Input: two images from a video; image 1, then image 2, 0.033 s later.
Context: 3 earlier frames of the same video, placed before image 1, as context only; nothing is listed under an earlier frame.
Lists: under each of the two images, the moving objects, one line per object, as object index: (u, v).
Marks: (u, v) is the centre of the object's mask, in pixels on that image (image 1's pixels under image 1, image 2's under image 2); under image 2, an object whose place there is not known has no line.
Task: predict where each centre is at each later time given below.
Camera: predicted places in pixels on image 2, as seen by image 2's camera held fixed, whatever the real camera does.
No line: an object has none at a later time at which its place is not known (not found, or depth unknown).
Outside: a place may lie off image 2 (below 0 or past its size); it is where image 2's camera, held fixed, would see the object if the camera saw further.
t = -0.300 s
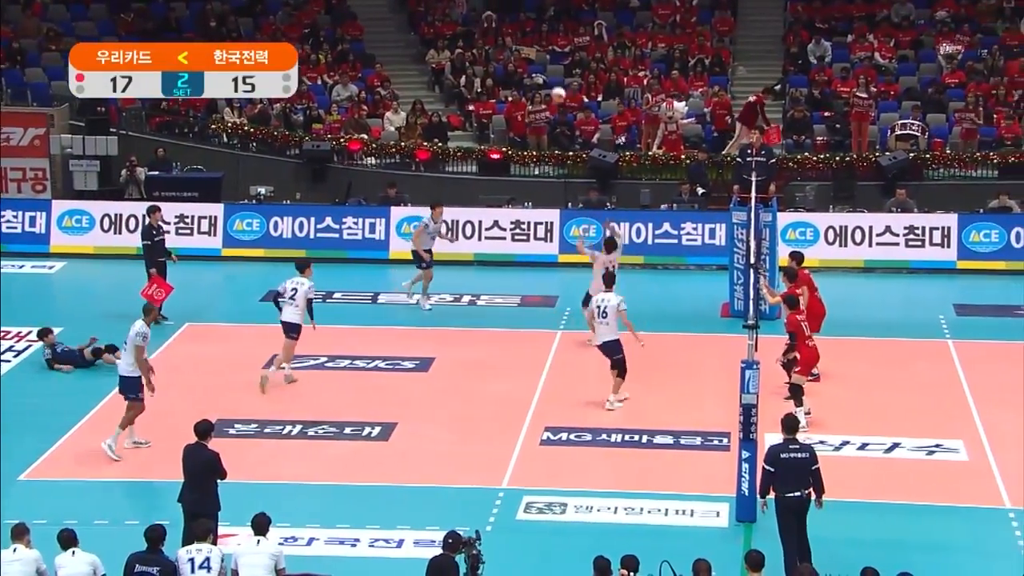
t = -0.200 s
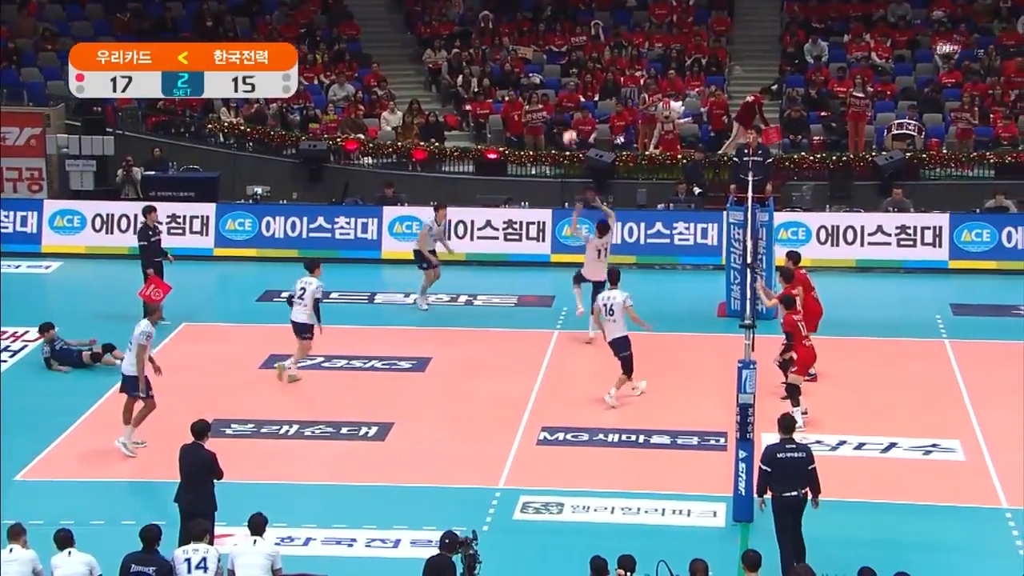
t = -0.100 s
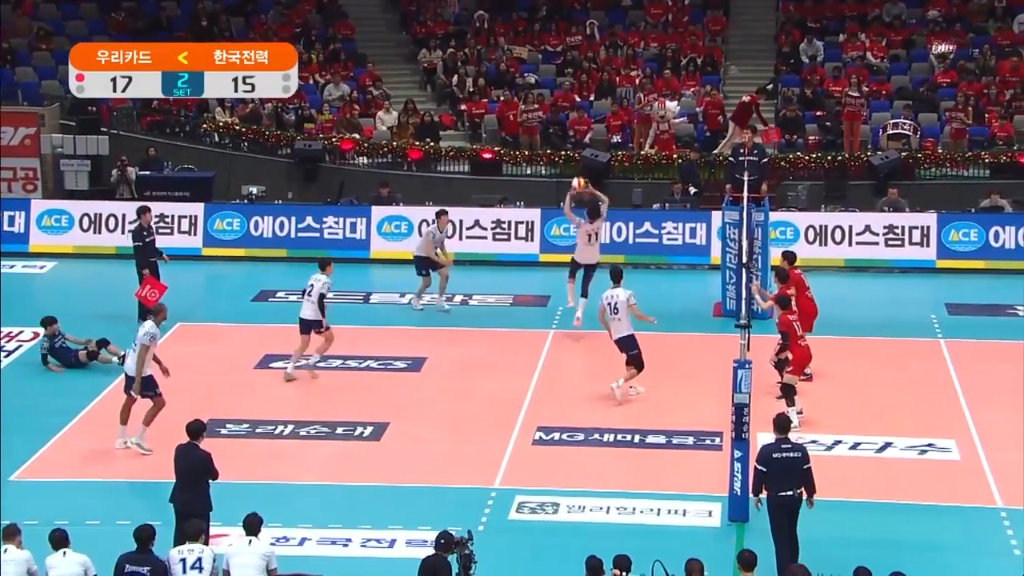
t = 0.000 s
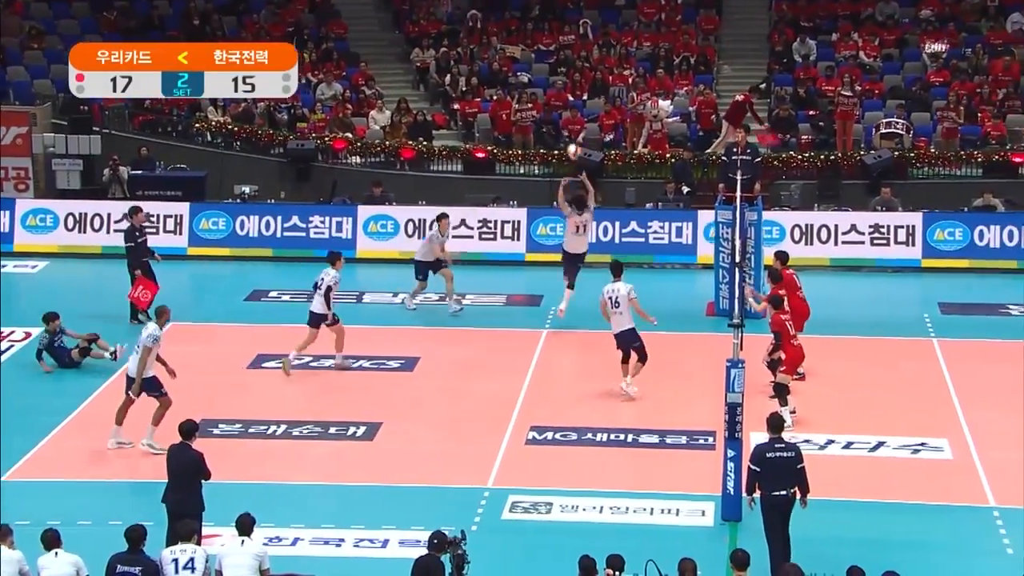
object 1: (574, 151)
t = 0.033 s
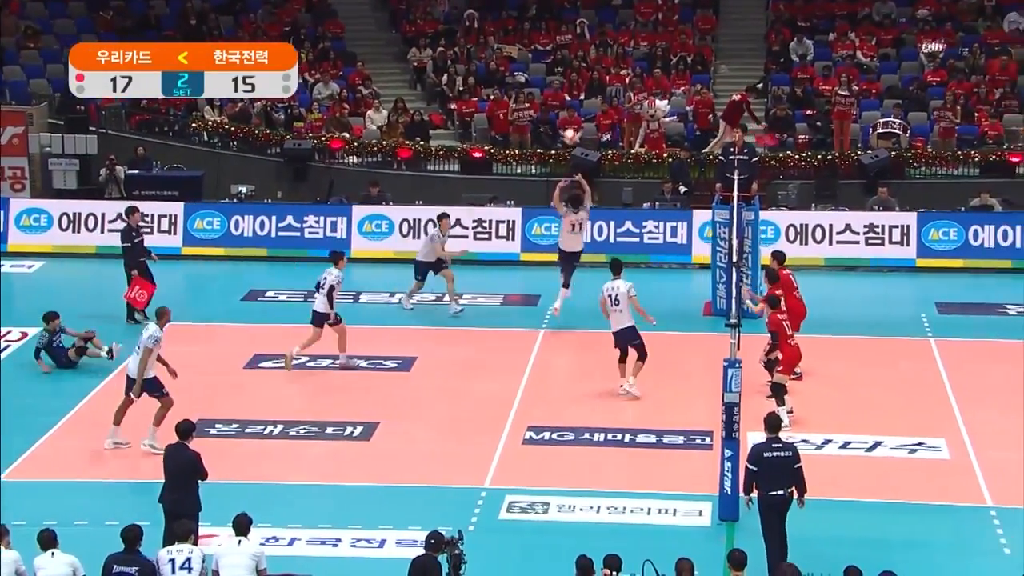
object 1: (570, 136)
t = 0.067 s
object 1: (570, 123)
